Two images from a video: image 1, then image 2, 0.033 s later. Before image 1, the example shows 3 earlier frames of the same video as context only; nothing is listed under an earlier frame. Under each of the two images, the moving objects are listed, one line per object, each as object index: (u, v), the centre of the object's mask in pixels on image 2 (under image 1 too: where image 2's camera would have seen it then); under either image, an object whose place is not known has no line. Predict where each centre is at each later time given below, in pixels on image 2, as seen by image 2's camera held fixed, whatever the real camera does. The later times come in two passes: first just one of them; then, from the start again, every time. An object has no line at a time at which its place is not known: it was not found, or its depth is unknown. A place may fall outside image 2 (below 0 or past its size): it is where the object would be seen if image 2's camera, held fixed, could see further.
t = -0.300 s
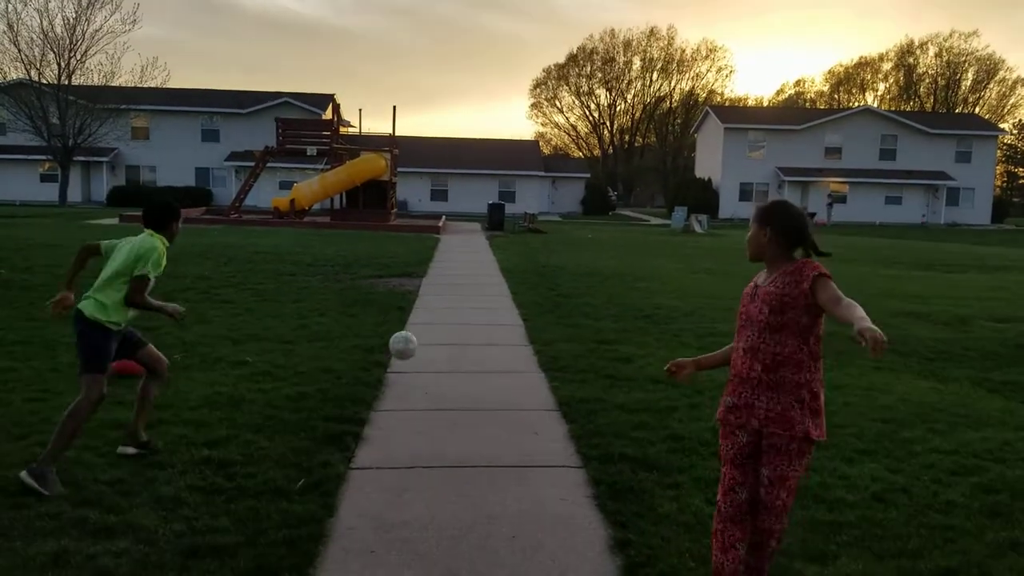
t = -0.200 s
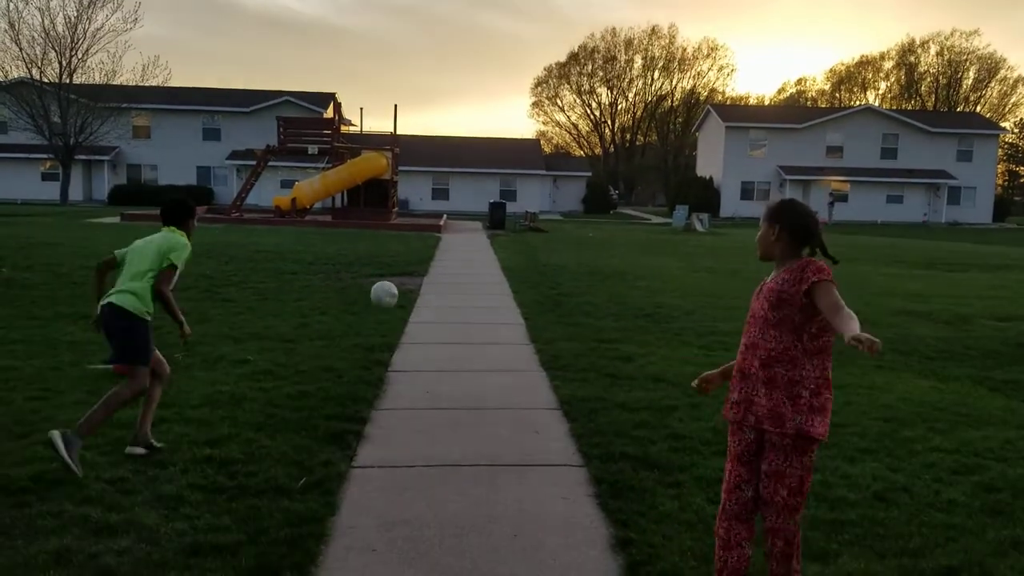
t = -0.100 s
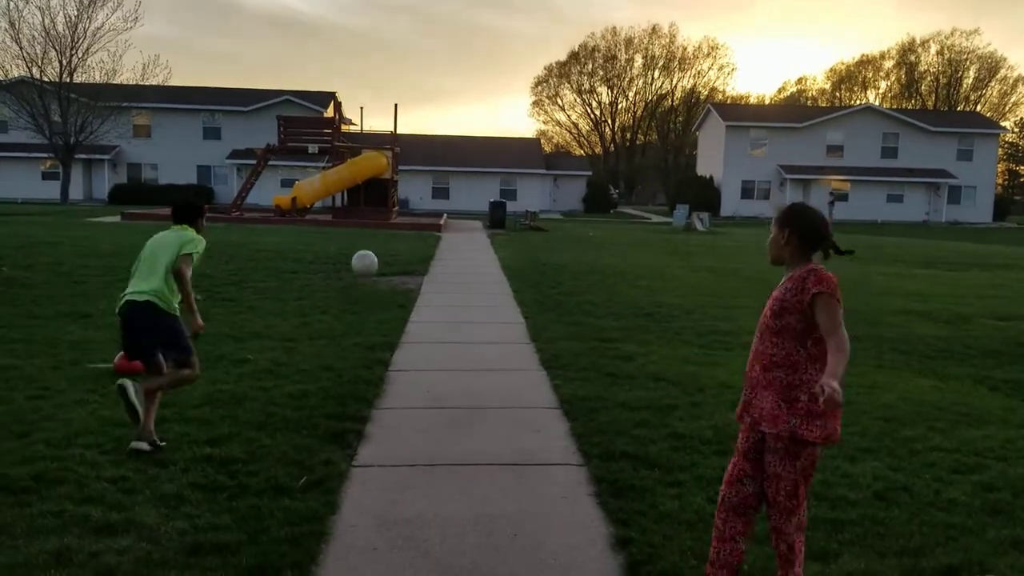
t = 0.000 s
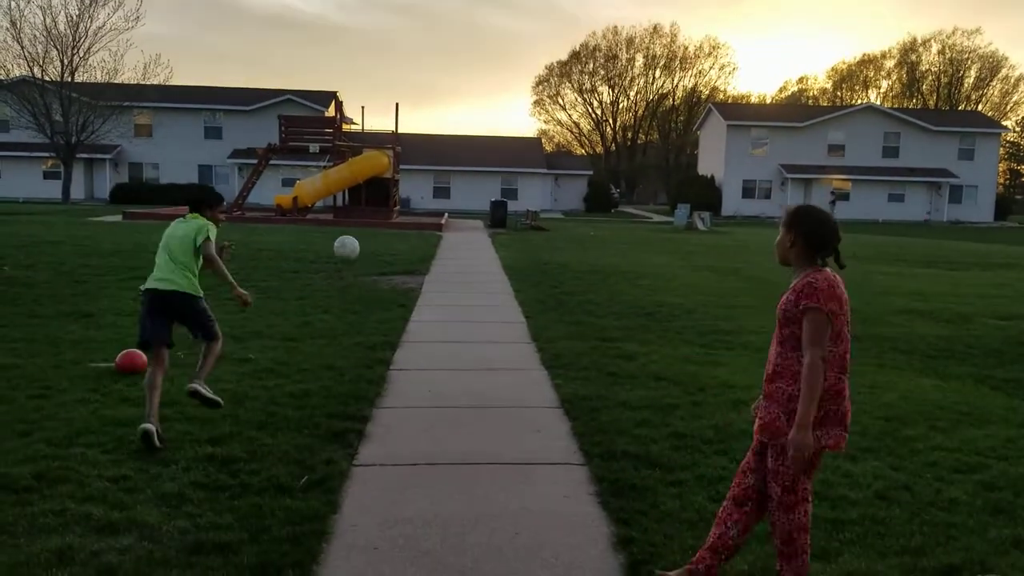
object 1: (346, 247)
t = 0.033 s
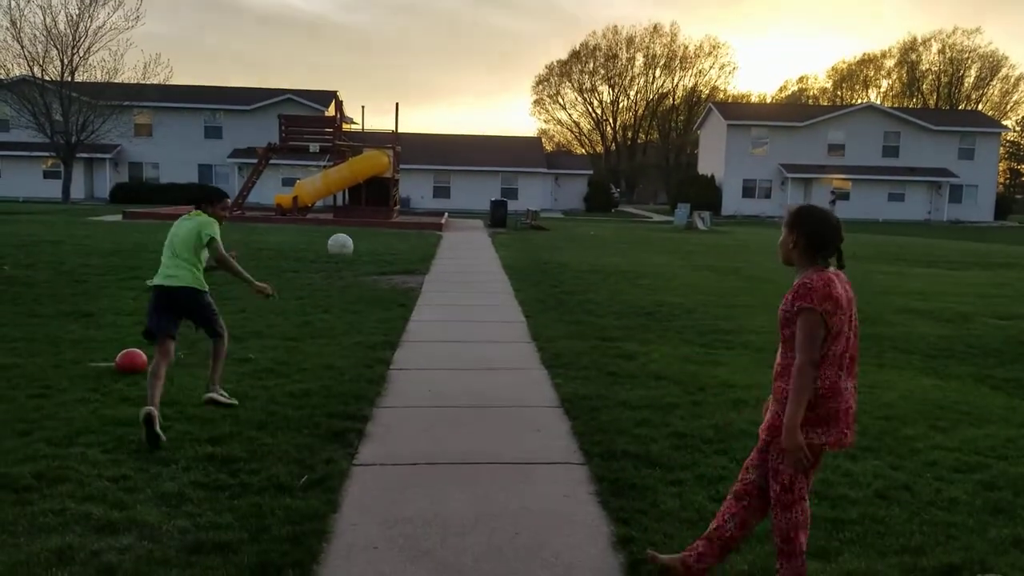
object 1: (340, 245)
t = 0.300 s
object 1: (296, 274)
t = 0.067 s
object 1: (334, 245)
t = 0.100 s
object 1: (328, 245)
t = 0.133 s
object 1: (322, 247)
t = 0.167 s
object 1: (317, 251)
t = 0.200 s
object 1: (311, 255)
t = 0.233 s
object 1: (306, 261)
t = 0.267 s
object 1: (301, 267)
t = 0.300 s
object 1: (296, 274)
